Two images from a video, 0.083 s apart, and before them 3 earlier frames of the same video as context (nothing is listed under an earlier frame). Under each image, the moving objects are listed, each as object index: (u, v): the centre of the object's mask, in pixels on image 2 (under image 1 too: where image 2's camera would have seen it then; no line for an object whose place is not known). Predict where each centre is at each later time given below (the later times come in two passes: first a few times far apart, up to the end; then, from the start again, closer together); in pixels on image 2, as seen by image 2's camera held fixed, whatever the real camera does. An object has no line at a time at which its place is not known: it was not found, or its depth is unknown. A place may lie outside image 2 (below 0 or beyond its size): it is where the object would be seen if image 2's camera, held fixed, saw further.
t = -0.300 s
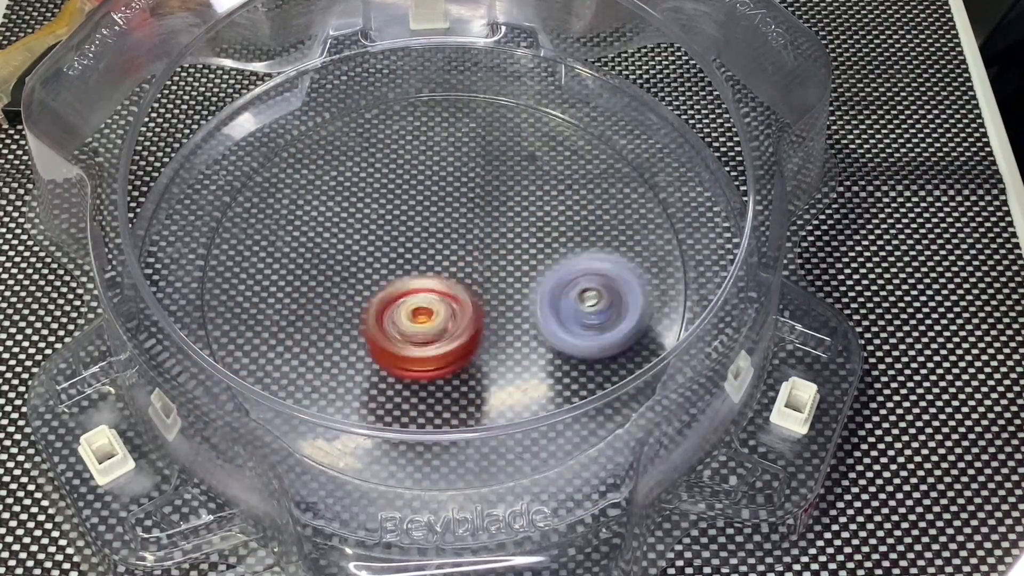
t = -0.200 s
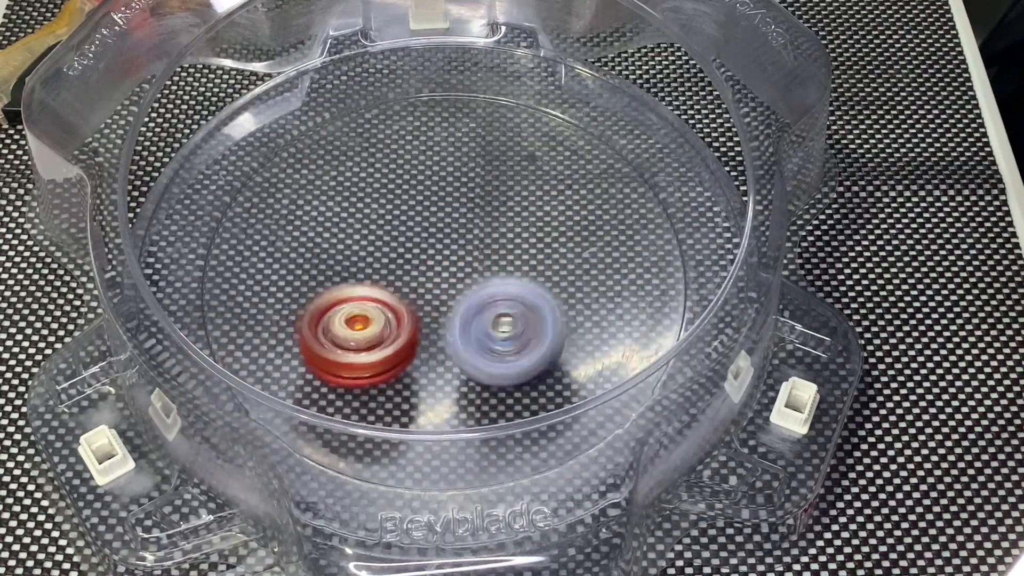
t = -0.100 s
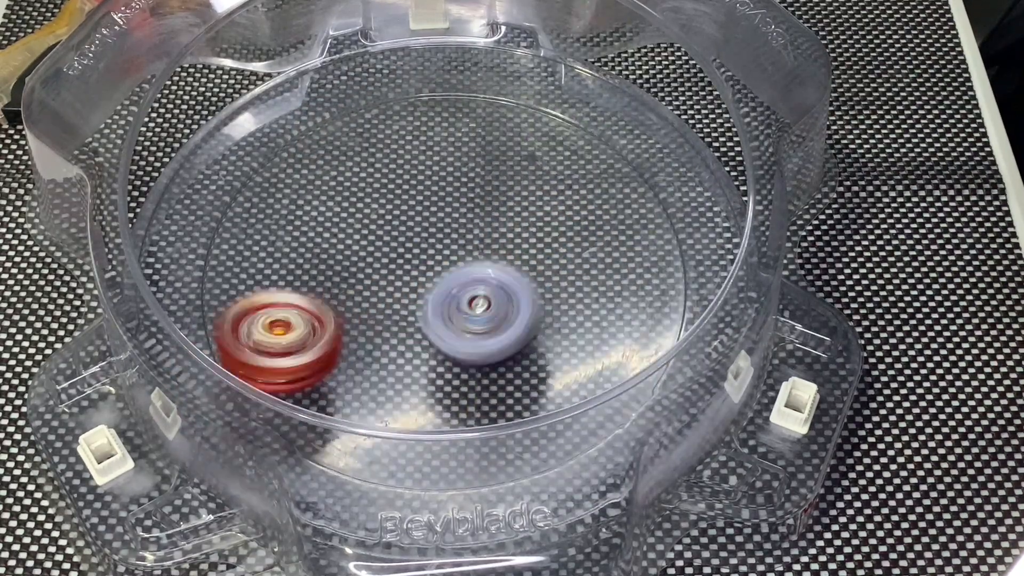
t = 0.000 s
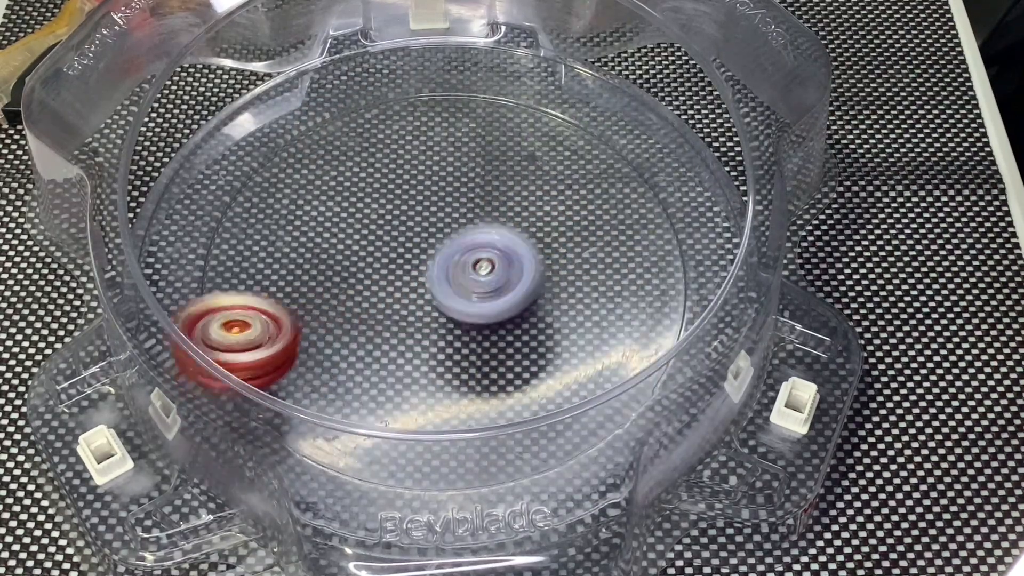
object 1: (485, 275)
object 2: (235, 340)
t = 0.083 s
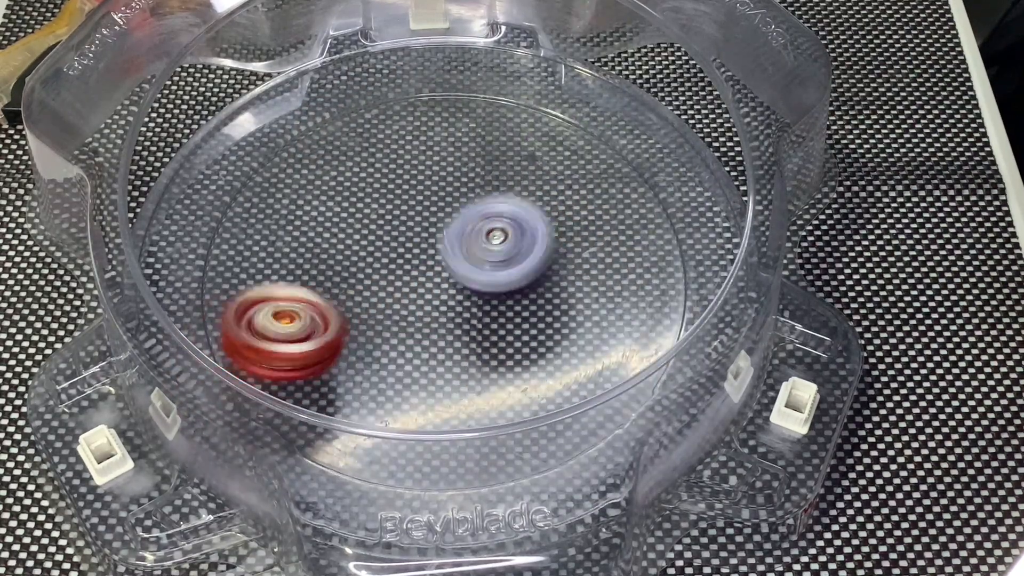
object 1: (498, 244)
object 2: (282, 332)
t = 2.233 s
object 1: (364, 232)
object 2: (288, 404)
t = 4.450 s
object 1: (490, 186)
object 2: (453, 384)
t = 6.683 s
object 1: (393, 259)
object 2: (514, 225)
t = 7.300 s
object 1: (460, 289)
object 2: (521, 205)
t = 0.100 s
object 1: (503, 239)
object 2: (293, 328)
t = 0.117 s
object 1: (507, 233)
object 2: (305, 325)
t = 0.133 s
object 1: (513, 229)
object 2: (316, 321)
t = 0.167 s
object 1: (524, 223)
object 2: (338, 313)
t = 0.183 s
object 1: (530, 221)
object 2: (349, 309)
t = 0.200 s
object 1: (537, 220)
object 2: (359, 303)
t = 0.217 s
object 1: (543, 220)
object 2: (370, 298)
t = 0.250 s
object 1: (554, 223)
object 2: (389, 287)
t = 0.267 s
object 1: (559, 225)
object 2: (399, 281)
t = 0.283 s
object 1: (562, 229)
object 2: (406, 275)
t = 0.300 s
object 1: (565, 234)
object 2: (414, 270)
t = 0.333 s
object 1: (566, 245)
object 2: (427, 258)
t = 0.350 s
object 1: (565, 252)
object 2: (431, 252)
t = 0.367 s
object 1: (562, 258)
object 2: (435, 247)
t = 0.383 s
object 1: (558, 265)
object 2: (438, 240)
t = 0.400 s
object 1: (552, 271)
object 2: (440, 235)
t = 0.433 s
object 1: (536, 282)
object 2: (441, 223)
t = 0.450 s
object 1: (528, 286)
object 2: (441, 218)
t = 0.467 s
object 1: (518, 290)
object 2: (440, 212)
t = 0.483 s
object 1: (508, 291)
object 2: (438, 207)
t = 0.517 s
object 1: (484, 293)
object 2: (433, 197)
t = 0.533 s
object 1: (471, 292)
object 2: (430, 192)
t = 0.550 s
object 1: (461, 290)
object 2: (426, 187)
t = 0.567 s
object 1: (450, 286)
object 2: (423, 182)
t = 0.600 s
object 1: (430, 276)
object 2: (415, 172)
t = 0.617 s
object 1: (422, 271)
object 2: (410, 167)
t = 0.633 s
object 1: (415, 264)
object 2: (407, 162)
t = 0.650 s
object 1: (409, 259)
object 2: (401, 157)
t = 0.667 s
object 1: (403, 253)
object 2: (397, 151)
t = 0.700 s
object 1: (393, 242)
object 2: (389, 138)
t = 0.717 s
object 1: (389, 236)
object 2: (384, 133)
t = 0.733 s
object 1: (385, 229)
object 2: (380, 127)
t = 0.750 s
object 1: (383, 221)
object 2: (377, 123)
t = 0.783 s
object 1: (388, 238)
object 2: (362, 82)
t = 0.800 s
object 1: (391, 251)
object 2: (359, 67)
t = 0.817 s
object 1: (396, 259)
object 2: (356, 52)
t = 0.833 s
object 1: (398, 270)
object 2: (356, 51)
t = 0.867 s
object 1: (399, 285)
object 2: (364, 69)
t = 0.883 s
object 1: (402, 292)
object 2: (366, 71)
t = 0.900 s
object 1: (400, 298)
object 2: (369, 76)
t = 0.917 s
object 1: (397, 305)
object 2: (374, 85)
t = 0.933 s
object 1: (397, 309)
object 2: (378, 96)
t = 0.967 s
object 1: (388, 319)
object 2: (388, 113)
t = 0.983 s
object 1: (383, 321)
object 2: (393, 124)
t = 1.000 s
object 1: (378, 326)
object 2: (398, 134)
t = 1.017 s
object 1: (372, 328)
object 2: (404, 146)
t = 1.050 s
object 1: (361, 331)
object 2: (416, 168)
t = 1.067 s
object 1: (354, 332)
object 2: (422, 180)
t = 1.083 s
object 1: (347, 332)
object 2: (429, 189)
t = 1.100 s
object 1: (343, 330)
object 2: (436, 200)
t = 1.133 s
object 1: (331, 326)
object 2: (451, 219)
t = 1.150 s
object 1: (328, 323)
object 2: (458, 230)
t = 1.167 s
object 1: (324, 319)
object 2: (465, 241)
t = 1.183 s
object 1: (322, 316)
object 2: (473, 248)
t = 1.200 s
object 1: (320, 311)
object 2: (480, 257)
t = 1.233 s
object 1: (322, 302)
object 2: (495, 270)
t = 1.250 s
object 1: (324, 296)
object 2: (502, 276)
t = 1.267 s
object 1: (329, 291)
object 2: (510, 283)
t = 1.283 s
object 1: (333, 288)
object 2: (517, 285)
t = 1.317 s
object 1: (345, 280)
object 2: (530, 295)
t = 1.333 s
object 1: (353, 277)
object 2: (535, 297)
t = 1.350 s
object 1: (360, 274)
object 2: (540, 299)
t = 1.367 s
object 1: (369, 272)
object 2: (545, 300)
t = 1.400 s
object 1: (388, 270)
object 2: (548, 299)
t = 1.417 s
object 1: (398, 269)
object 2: (550, 300)
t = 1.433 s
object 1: (407, 269)
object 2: (551, 301)
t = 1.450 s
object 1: (416, 271)
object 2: (550, 299)
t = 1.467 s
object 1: (427, 271)
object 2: (549, 298)
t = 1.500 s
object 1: (393, 264)
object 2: (596, 291)
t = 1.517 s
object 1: (363, 257)
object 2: (632, 285)
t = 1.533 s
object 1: (333, 250)
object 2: (663, 279)
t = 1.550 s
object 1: (308, 240)
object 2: (702, 279)
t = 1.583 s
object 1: (264, 220)
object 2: (707, 258)
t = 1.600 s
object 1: (248, 212)
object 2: (688, 245)
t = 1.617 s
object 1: (232, 201)
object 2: (679, 242)
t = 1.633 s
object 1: (220, 192)
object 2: (665, 240)
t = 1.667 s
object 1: (214, 181)
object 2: (633, 244)
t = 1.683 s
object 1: (214, 178)
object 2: (618, 251)
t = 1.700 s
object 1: (214, 174)
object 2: (598, 247)
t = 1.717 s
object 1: (213, 168)
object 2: (576, 238)
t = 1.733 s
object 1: (213, 163)
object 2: (555, 232)
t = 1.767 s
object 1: (214, 150)
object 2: (511, 230)
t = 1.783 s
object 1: (214, 144)
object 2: (489, 224)
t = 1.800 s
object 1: (215, 137)
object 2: (466, 217)
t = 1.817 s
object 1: (218, 130)
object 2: (444, 212)
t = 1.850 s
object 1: (221, 117)
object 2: (401, 201)
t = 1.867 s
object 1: (225, 111)
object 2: (378, 195)
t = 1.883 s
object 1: (230, 106)
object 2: (357, 188)
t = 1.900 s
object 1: (236, 101)
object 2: (337, 187)
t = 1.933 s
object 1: (248, 91)
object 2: (300, 183)
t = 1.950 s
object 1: (250, 75)
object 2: (288, 194)
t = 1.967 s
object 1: (253, 71)
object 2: (278, 205)
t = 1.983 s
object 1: (255, 82)
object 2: (270, 223)
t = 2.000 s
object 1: (259, 92)
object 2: (262, 241)
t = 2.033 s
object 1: (266, 112)
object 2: (247, 273)
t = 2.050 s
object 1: (271, 121)
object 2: (242, 289)
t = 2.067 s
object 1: (277, 132)
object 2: (237, 306)
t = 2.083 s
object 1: (286, 145)
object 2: (236, 316)
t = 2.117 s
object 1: (305, 165)
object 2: (233, 347)
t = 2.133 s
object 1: (315, 174)
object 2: (236, 358)
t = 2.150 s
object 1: (325, 184)
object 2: (242, 366)
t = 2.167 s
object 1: (333, 194)
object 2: (244, 379)
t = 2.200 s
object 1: (348, 212)
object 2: (264, 393)
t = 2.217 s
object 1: (356, 222)
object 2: (277, 399)
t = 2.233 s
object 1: (364, 232)
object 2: (288, 404)
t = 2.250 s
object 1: (371, 241)
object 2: (298, 407)
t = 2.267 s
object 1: (378, 249)
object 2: (311, 409)
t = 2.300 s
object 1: (390, 264)
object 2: (332, 411)
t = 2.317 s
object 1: (394, 272)
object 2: (342, 410)
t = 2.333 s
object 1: (398, 280)
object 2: (348, 409)
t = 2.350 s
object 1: (402, 288)
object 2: (359, 407)
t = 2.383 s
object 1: (412, 304)
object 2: (374, 402)
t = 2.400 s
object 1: (418, 310)
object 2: (381, 400)
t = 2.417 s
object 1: (426, 308)
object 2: (381, 409)
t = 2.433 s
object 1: (435, 306)
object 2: (388, 418)
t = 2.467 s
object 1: (450, 302)
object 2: (396, 441)
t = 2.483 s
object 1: (458, 301)
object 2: (403, 430)
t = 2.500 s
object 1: (464, 300)
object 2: (410, 441)
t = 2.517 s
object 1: (471, 299)
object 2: (419, 442)
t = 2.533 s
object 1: (477, 299)
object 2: (428, 447)
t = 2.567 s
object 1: (488, 301)
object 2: (448, 443)
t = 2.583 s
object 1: (493, 302)
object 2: (454, 441)
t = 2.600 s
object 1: (498, 304)
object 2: (464, 429)
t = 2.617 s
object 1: (504, 305)
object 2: (467, 427)
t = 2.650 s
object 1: (516, 311)
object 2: (477, 412)
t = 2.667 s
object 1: (523, 313)
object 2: (478, 407)
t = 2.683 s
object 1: (531, 311)
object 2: (478, 405)
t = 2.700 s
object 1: (539, 311)
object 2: (475, 393)
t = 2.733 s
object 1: (552, 311)
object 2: (475, 391)
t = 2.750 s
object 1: (561, 306)
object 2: (471, 391)
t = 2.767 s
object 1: (570, 301)
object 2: (464, 392)
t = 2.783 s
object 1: (576, 296)
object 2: (458, 391)
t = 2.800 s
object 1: (581, 293)
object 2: (454, 390)
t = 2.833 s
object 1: (589, 289)
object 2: (446, 387)
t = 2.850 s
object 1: (593, 288)
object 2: (442, 384)
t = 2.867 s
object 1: (597, 286)
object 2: (438, 381)
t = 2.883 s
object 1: (602, 285)
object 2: (438, 379)
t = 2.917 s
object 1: (612, 283)
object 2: (436, 372)
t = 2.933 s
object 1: (617, 282)
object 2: (434, 368)
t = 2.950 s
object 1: (623, 280)
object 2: (433, 364)
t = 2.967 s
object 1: (628, 279)
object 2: (433, 360)
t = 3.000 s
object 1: (637, 275)
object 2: (434, 352)
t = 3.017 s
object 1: (641, 274)
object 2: (433, 349)
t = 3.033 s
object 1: (645, 273)
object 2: (433, 345)
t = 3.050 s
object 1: (648, 271)
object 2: (434, 341)
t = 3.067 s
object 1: (650, 270)
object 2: (435, 337)
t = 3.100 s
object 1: (653, 269)
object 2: (437, 323)
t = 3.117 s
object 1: (653, 268)
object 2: (438, 320)
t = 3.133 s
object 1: (653, 267)
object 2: (438, 312)
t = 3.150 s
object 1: (650, 267)
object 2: (438, 306)
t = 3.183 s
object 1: (642, 267)
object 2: (439, 295)
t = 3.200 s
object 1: (638, 266)
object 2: (440, 289)
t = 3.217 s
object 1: (632, 265)
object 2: (440, 283)
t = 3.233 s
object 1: (626, 265)
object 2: (440, 276)
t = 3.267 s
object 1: (610, 263)
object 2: (438, 262)
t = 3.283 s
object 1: (601, 261)
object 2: (437, 254)
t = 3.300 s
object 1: (594, 259)
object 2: (436, 251)
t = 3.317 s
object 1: (585, 257)
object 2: (434, 243)
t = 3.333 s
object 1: (577, 255)
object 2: (435, 238)
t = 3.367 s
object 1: (560, 250)
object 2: (436, 229)
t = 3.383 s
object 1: (551, 247)
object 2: (435, 225)
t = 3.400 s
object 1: (544, 244)
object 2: (434, 220)
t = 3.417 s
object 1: (549, 239)
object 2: (421, 216)
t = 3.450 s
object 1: (577, 234)
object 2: (377, 198)
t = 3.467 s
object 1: (587, 234)
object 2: (357, 193)
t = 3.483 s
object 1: (593, 233)
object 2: (337, 189)
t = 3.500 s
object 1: (598, 231)
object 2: (320, 188)
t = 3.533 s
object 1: (602, 231)
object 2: (289, 179)
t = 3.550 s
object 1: (604, 230)
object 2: (277, 178)
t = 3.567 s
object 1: (607, 230)
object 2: (269, 177)
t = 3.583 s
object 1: (607, 232)
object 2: (261, 176)
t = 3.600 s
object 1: (603, 235)
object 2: (257, 176)
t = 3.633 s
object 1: (596, 238)
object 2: (254, 178)
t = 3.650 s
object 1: (593, 240)
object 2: (254, 179)
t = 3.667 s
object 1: (589, 241)
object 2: (255, 181)
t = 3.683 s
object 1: (584, 244)
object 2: (255, 183)
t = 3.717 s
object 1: (567, 248)
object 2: (257, 186)
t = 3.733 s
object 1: (561, 248)
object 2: (260, 187)
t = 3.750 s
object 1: (554, 249)
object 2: (263, 191)
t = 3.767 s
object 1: (547, 250)
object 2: (266, 192)
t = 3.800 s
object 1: (529, 251)
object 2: (274, 198)
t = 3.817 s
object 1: (523, 250)
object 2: (276, 204)
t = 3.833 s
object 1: (516, 249)
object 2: (280, 205)
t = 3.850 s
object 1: (509, 249)
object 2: (284, 210)
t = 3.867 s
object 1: (503, 249)
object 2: (288, 214)
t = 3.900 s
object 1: (486, 248)
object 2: (295, 221)
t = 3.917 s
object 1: (479, 246)
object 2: (303, 227)
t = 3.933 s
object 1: (473, 245)
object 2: (309, 232)
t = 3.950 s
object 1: (466, 244)
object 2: (318, 237)
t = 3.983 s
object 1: (455, 239)
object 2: (333, 246)
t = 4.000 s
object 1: (464, 236)
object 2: (326, 254)
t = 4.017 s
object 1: (473, 234)
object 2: (325, 257)
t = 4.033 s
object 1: (479, 231)
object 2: (322, 265)
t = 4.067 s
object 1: (485, 227)
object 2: (327, 271)
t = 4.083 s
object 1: (487, 225)
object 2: (328, 276)
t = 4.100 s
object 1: (489, 225)
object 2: (335, 282)
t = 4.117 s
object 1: (488, 226)
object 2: (339, 287)
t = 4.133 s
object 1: (487, 226)
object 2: (348, 290)
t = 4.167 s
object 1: (489, 225)
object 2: (360, 299)
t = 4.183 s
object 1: (487, 226)
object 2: (366, 303)
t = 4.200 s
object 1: (485, 227)
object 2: (371, 305)
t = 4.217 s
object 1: (485, 226)
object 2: (378, 308)
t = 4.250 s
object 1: (481, 231)
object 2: (389, 312)
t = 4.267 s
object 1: (478, 231)
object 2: (395, 316)
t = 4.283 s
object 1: (477, 231)
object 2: (400, 318)
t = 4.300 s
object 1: (477, 230)
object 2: (408, 320)
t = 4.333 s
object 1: (480, 214)
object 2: (411, 345)
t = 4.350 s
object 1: (482, 208)
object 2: (416, 357)
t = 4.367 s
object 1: (481, 203)
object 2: (418, 366)
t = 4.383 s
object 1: (482, 198)
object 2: (425, 371)
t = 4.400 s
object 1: (485, 195)
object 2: (432, 377)
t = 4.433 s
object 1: (486, 189)
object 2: (445, 381)
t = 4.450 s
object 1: (490, 186)
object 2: (453, 384)
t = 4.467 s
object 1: (489, 183)
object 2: (458, 384)
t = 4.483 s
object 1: (490, 180)
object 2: (465, 382)
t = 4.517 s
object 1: (494, 177)
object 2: (483, 382)
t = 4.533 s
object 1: (494, 175)
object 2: (488, 379)
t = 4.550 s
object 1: (498, 173)
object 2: (494, 376)
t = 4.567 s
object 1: (496, 175)
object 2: (501, 374)
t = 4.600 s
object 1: (498, 175)
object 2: (511, 368)
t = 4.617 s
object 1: (496, 179)
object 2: (516, 364)
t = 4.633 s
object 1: (494, 179)
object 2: (519, 360)
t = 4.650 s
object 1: (498, 182)
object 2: (524, 356)
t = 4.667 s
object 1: (494, 186)
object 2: (525, 349)
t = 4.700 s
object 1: (493, 191)
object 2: (528, 337)
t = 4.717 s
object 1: (488, 197)
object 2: (528, 329)
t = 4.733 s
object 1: (484, 199)
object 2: (529, 322)
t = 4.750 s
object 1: (484, 203)
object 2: (530, 316)
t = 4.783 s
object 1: (470, 208)
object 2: (528, 304)
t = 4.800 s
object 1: (463, 210)
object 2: (534, 303)
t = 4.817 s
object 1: (449, 211)
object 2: (540, 301)
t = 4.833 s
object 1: (444, 211)
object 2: (542, 300)
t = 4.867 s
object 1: (426, 215)
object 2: (542, 298)
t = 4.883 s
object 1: (424, 219)
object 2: (543, 296)
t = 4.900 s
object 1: (416, 220)
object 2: (543, 296)
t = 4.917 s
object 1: (416, 219)
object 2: (541, 297)
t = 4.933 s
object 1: (410, 223)
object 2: (536, 296)
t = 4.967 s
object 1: (402, 226)
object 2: (529, 293)
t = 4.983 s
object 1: (396, 228)
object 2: (527, 290)
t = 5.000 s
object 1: (396, 230)
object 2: (524, 287)
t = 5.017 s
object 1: (389, 233)
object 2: (522, 286)
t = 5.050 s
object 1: (385, 240)
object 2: (516, 283)
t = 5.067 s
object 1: (379, 239)
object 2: (513, 282)
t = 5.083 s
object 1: (380, 244)
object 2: (512, 281)
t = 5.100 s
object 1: (374, 248)
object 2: (508, 281)
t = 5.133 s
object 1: (371, 255)
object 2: (502, 281)
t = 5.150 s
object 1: (368, 257)
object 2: (498, 282)
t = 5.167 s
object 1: (371, 263)
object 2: (493, 282)
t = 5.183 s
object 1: (365, 265)
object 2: (490, 282)
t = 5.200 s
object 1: (368, 269)
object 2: (487, 282)
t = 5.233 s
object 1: (358, 278)
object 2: (492, 280)
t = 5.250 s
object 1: (354, 285)
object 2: (498, 277)
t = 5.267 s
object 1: (351, 288)
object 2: (502, 274)
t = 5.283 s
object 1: (354, 296)
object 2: (505, 274)
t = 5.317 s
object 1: (356, 304)
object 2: (506, 270)
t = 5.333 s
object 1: (355, 303)
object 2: (506, 268)
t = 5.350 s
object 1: (360, 309)
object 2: (506, 265)
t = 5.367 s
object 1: (357, 309)
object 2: (505, 263)
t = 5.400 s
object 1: (361, 314)
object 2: (504, 259)
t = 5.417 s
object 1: (369, 318)
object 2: (505, 259)
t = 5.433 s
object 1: (368, 319)
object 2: (504, 259)
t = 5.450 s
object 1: (374, 323)
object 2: (504, 259)
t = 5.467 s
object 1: (375, 323)
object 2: (504, 260)
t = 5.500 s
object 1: (382, 326)
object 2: (504, 261)
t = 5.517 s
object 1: (389, 326)
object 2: (503, 262)
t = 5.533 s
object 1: (392, 328)
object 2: (503, 263)
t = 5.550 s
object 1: (397, 327)
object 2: (503, 265)
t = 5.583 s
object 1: (405, 326)
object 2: (503, 266)
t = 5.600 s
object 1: (411, 327)
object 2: (504, 265)
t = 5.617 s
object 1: (414, 324)
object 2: (503, 265)
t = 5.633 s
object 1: (419, 325)
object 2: (504, 264)
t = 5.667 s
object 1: (423, 325)
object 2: (507, 259)
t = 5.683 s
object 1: (421, 326)
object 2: (509, 257)
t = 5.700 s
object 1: (425, 328)
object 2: (511, 255)
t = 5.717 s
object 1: (426, 326)
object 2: (510, 254)
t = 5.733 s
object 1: (431, 326)
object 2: (510, 252)
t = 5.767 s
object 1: (436, 320)
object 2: (509, 248)
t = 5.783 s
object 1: (440, 318)
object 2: (509, 248)
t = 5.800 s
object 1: (440, 319)
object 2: (510, 244)
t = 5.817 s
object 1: (439, 315)
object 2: (510, 241)
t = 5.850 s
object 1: (443, 313)
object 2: (512, 236)
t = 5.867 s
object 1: (446, 307)
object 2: (515, 231)
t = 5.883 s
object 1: (444, 305)
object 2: (515, 230)
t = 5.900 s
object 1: (445, 303)
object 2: (517, 228)
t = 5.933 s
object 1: (443, 300)
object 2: (518, 227)
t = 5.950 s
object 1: (442, 297)
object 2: (517, 228)
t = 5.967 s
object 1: (439, 298)
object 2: (518, 227)
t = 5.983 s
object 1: (440, 295)
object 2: (517, 228)
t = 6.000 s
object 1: (437, 295)
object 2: (517, 226)
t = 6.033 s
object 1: (431, 294)
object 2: (515, 224)
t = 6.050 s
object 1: (431, 296)
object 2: (515, 223)
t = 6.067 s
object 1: (429, 292)
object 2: (514, 223)
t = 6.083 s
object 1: (427, 294)
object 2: (513, 224)
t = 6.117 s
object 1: (419, 289)
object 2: (513, 224)
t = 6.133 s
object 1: (417, 289)
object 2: (513, 224)
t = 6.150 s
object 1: (413, 287)
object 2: (513, 224)
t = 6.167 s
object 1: (409, 289)
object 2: (513, 224)
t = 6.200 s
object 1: (402, 286)
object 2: (514, 224)
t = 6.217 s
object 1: (402, 286)
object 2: (514, 224)
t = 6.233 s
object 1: (397, 283)
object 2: (514, 225)
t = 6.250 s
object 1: (395, 284)
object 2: (514, 225)
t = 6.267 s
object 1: (395, 281)
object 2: (514, 225)
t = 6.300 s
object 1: (387, 282)
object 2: (514, 225)
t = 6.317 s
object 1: (384, 279)
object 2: (514, 225)
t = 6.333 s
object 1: (382, 279)
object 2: (514, 224)
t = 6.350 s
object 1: (385, 277)
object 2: (514, 224)
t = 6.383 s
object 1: (378, 277)
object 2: (514, 225)
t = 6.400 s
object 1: (377, 274)
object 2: (514, 225)
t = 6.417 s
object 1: (376, 274)
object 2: (514, 225)
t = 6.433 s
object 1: (378, 271)
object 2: (514, 225)
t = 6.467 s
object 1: (376, 273)
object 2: (514, 225)
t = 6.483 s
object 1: (376, 270)
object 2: (514, 225)
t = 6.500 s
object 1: (375, 269)
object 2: (514, 225)
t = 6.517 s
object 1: (379, 267)
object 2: (514, 225)
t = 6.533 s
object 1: (374, 266)
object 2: (514, 225)
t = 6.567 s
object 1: (379, 266)
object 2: (514, 225)
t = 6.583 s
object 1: (379, 265)
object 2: (514, 225)
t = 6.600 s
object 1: (384, 263)
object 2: (514, 225)
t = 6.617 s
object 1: (379, 261)
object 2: (514, 225)
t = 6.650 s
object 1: (385, 261)
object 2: (514, 225)
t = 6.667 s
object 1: (387, 261)
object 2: (514, 225)
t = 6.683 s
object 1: (393, 259)
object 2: (514, 225)
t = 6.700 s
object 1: (390, 257)
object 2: (514, 225)
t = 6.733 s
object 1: (396, 256)
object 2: (514, 225)
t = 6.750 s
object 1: (395, 256)
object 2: (514, 225)
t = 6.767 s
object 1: (403, 255)
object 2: (514, 225)
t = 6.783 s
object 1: (404, 252)
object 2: (514, 225)
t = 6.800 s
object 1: (405, 254)
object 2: (516, 223)
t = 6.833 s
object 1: (407, 255)
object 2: (519, 219)
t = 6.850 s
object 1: (413, 257)
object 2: (519, 218)
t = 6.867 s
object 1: (413, 254)
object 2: (518, 217)
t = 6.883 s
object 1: (411, 256)
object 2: (518, 217)
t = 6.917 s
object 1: (415, 257)
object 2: (518, 217)
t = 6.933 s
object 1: (416, 260)
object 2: (520, 216)
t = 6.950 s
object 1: (423, 263)
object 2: (521, 214)
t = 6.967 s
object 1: (419, 265)
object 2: (522, 213)
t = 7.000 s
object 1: (429, 269)
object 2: (522, 213)
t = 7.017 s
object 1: (426, 271)
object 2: (522, 213)
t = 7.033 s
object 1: (430, 273)
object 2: (522, 213)
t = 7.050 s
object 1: (434, 273)
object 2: (522, 213)
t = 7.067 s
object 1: (431, 273)
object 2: (522, 213)
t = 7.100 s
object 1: (436, 274)
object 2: (522, 213)
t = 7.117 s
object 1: (434, 277)
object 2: (522, 213)
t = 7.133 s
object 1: (437, 277)
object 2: (522, 213)
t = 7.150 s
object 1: (441, 278)
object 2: (522, 213)
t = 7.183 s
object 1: (446, 283)
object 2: (523, 211)
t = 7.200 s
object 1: (450, 284)
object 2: (523, 209)
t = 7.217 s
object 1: (449, 287)
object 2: (522, 208)
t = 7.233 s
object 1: (455, 289)
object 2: (522, 207)
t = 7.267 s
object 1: (455, 289)
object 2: (521, 206)
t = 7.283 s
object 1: (458, 291)
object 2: (521, 205)
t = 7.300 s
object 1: (460, 289)
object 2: (521, 205)
